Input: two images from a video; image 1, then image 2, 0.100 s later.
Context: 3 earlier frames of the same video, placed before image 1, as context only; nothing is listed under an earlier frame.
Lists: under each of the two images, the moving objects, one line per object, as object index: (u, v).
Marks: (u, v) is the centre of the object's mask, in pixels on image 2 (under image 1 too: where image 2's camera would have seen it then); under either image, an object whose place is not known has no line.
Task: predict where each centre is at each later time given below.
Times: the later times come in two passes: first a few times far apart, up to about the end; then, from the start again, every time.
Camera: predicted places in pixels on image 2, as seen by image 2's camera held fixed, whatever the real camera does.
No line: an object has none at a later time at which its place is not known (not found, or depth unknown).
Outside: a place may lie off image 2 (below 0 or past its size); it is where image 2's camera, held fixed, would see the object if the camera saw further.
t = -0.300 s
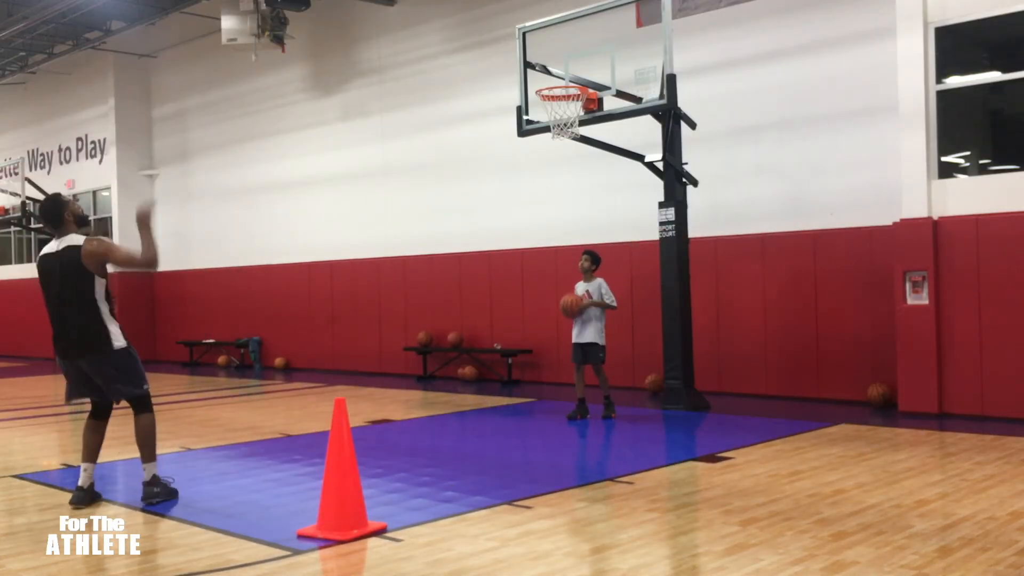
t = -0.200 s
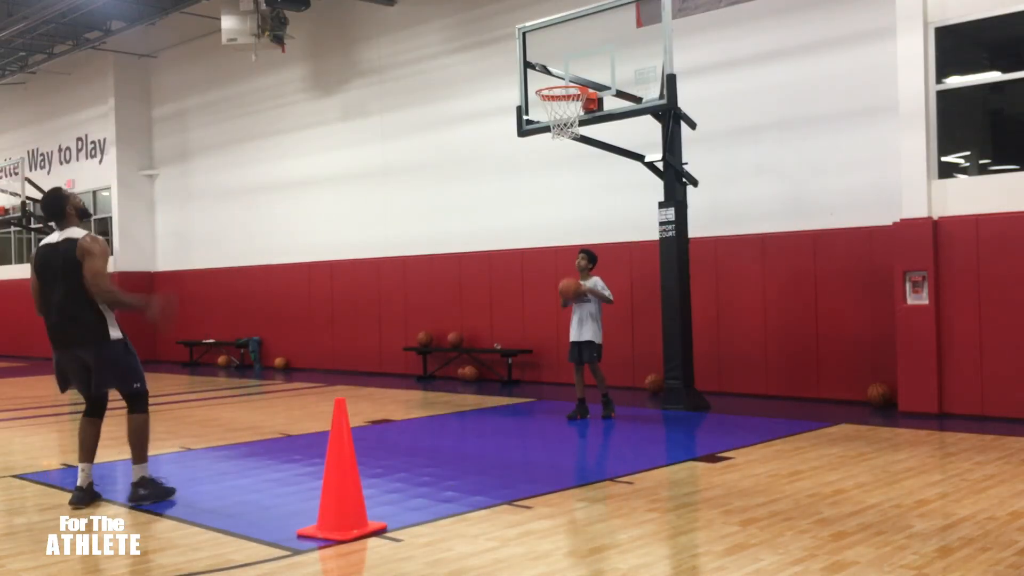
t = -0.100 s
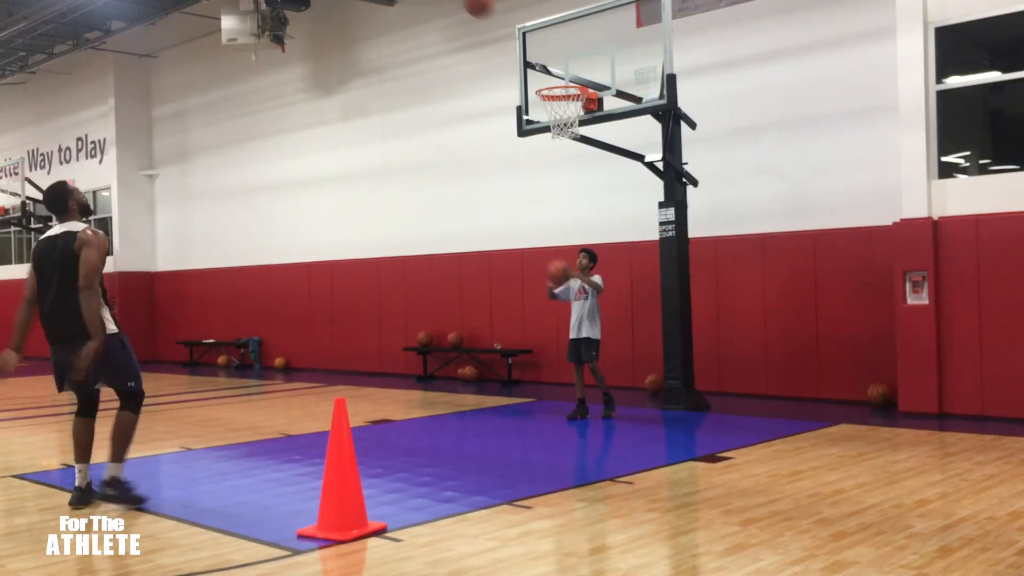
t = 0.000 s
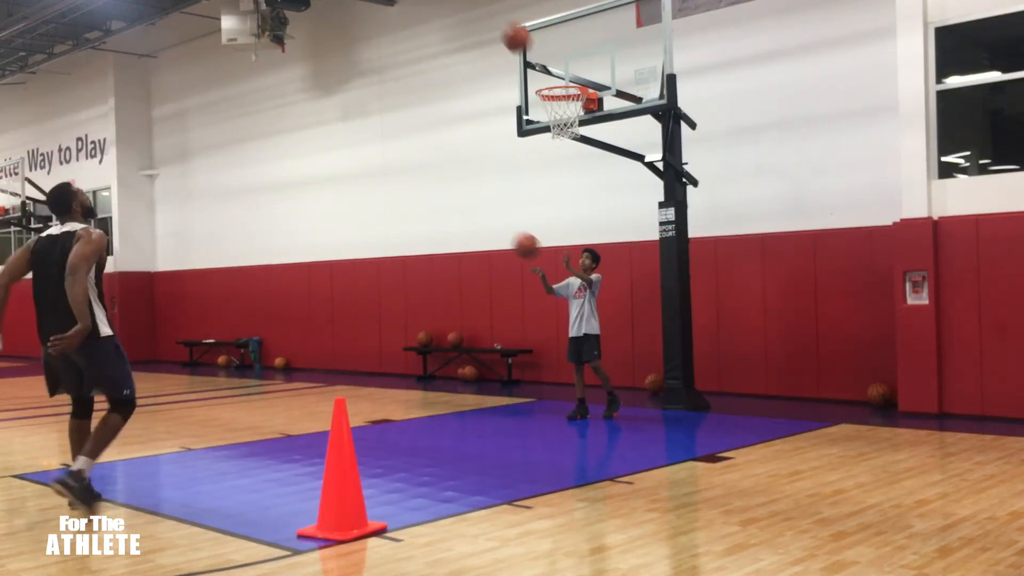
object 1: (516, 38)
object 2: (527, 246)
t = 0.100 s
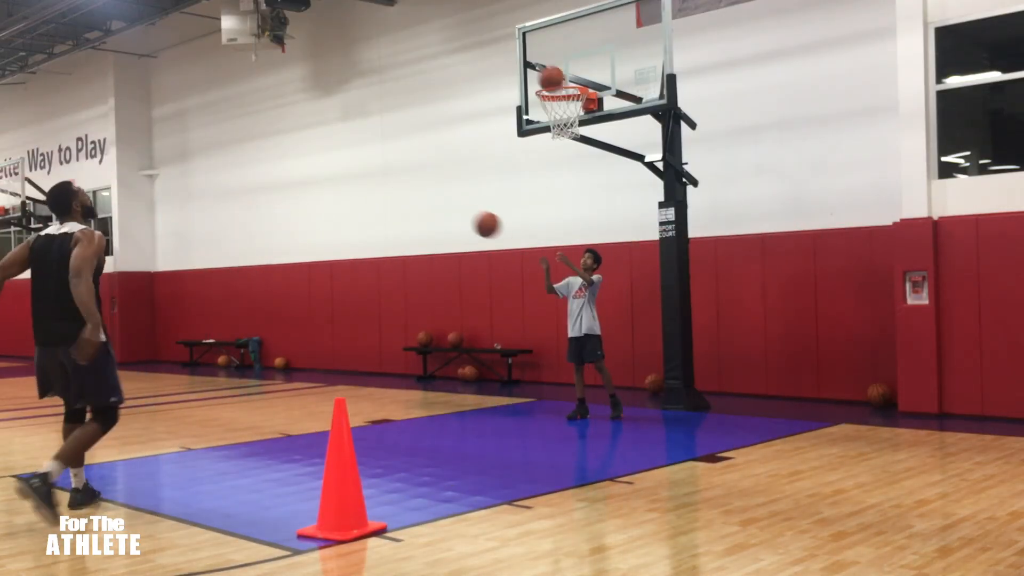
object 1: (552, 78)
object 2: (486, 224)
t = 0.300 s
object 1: (554, 121)
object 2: (404, 213)
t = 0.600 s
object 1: (549, 154)
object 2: (266, 284)
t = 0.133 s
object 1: (560, 86)
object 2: (473, 219)
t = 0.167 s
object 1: (570, 93)
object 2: (459, 216)
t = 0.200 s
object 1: (569, 99)
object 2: (445, 213)
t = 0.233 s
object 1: (564, 106)
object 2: (432, 212)
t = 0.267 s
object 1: (559, 116)
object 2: (418, 212)
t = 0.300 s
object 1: (554, 121)
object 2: (404, 213)
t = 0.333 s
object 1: (551, 123)
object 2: (390, 216)
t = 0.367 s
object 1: (549, 123)
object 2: (375, 219)
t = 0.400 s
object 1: (549, 124)
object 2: (360, 225)
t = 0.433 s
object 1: (549, 125)
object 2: (345, 231)
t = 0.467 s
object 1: (549, 130)
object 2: (330, 238)
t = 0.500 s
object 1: (549, 134)
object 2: (314, 247)
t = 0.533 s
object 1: (549, 139)
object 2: (299, 259)
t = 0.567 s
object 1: (549, 147)
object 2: (283, 272)
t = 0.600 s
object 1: (549, 154)
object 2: (266, 284)
